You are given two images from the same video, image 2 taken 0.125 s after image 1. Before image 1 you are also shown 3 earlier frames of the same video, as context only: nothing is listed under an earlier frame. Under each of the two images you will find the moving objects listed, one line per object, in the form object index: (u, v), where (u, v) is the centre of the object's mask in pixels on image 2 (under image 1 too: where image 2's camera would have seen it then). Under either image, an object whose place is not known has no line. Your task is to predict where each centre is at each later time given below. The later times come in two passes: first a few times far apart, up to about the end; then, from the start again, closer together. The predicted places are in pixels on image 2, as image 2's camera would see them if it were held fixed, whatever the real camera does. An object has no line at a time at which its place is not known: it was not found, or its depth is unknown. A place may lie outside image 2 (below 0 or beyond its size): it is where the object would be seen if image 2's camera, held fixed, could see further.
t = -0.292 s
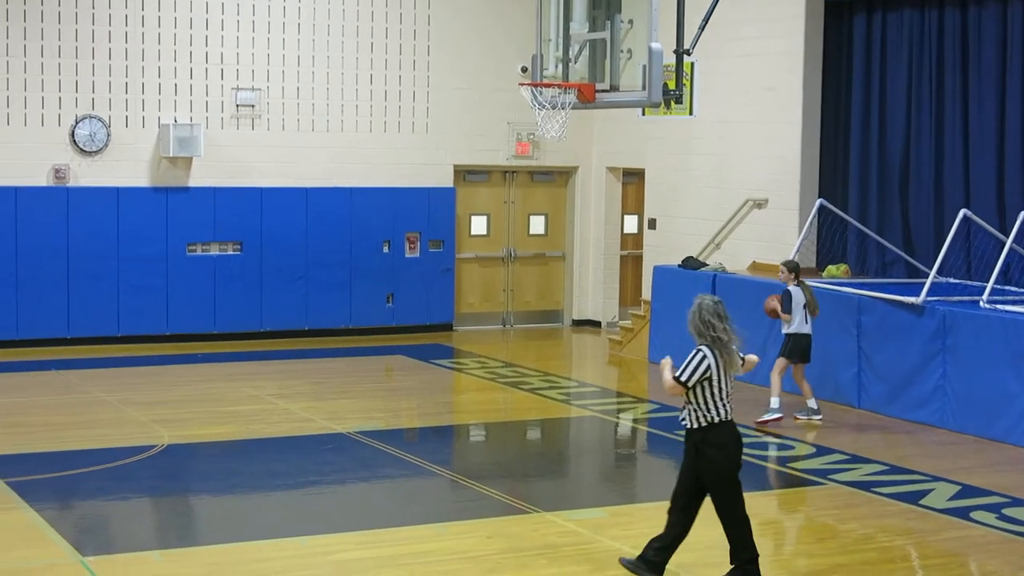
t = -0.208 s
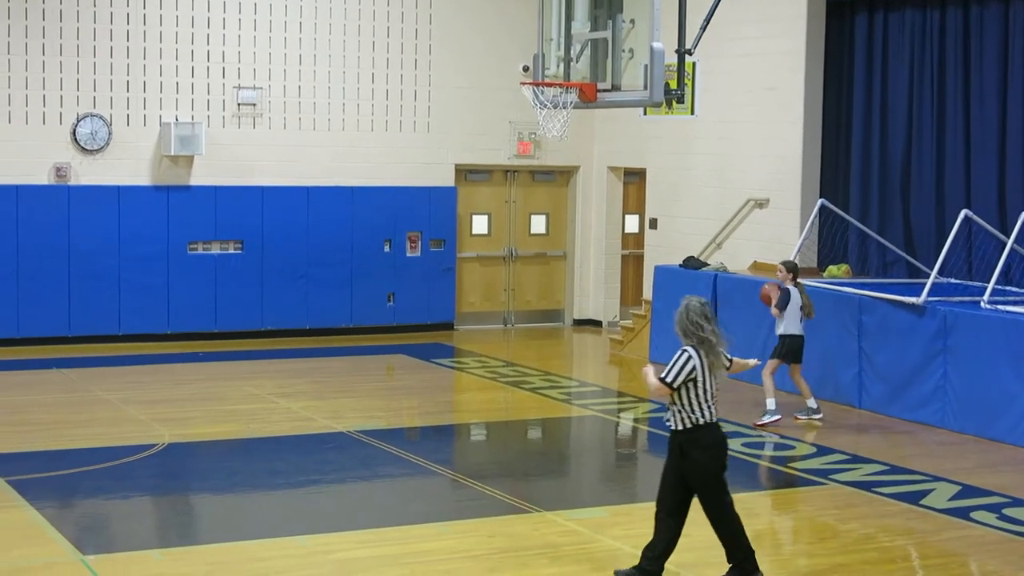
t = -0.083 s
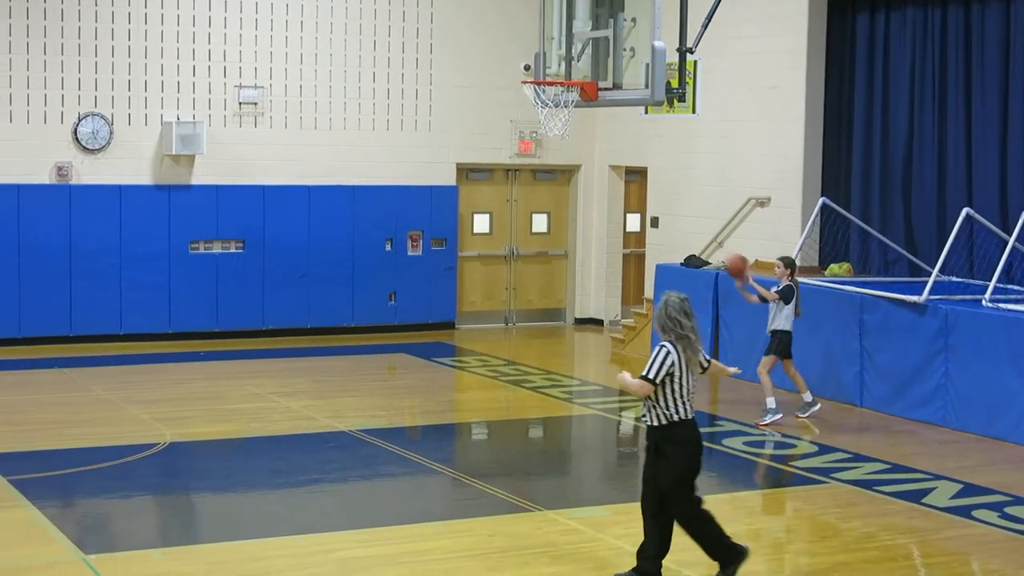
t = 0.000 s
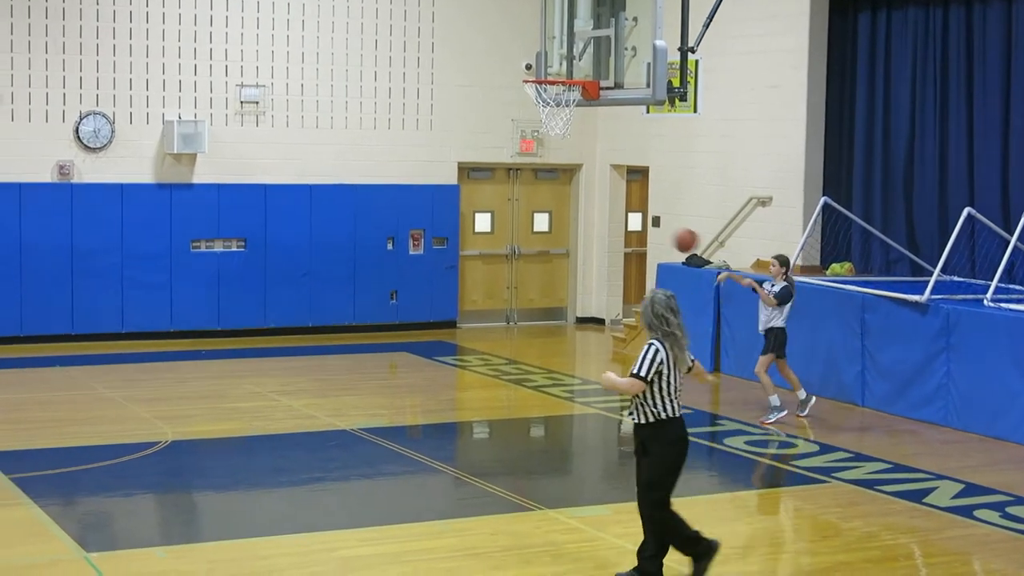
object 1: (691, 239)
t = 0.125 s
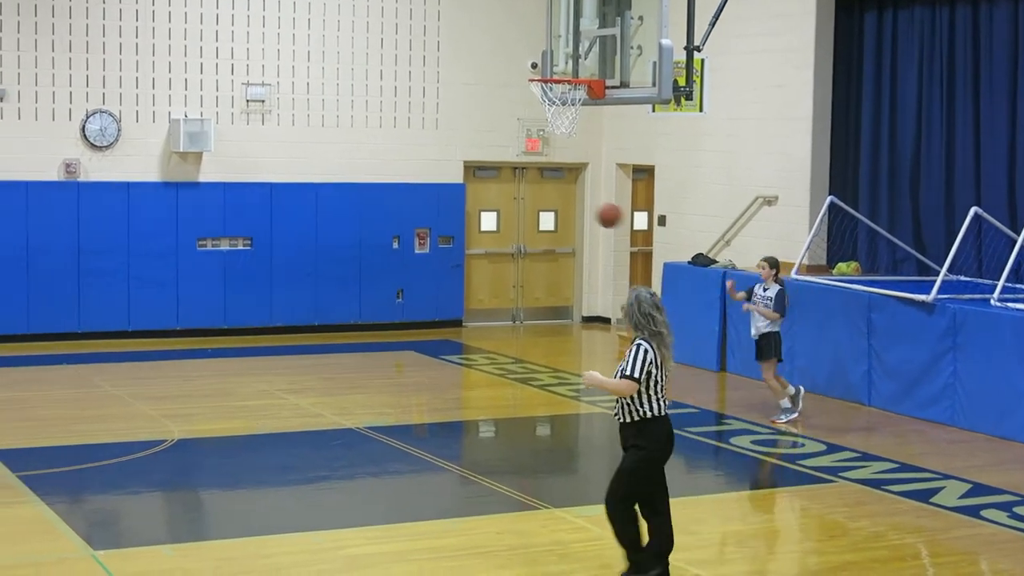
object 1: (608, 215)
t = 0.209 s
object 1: (552, 208)
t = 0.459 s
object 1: (369, 232)
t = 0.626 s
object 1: (236, 289)
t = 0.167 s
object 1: (580, 211)
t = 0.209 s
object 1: (552, 208)
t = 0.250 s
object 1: (522, 207)
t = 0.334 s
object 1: (461, 211)
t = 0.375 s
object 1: (432, 216)
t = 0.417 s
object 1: (401, 223)
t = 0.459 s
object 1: (369, 232)
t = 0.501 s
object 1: (336, 243)
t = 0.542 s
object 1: (303, 256)
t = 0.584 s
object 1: (271, 272)
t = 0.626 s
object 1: (236, 289)
